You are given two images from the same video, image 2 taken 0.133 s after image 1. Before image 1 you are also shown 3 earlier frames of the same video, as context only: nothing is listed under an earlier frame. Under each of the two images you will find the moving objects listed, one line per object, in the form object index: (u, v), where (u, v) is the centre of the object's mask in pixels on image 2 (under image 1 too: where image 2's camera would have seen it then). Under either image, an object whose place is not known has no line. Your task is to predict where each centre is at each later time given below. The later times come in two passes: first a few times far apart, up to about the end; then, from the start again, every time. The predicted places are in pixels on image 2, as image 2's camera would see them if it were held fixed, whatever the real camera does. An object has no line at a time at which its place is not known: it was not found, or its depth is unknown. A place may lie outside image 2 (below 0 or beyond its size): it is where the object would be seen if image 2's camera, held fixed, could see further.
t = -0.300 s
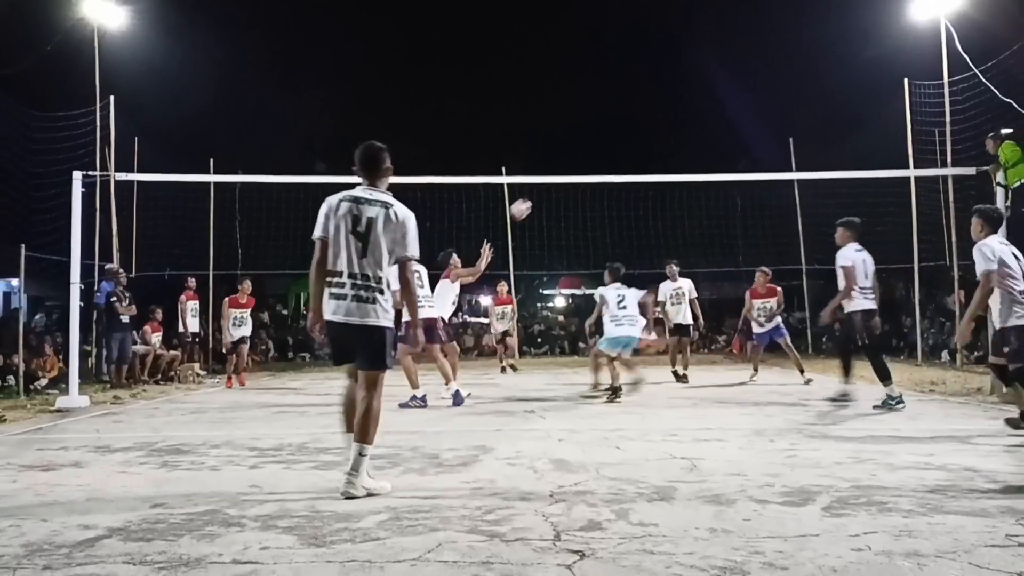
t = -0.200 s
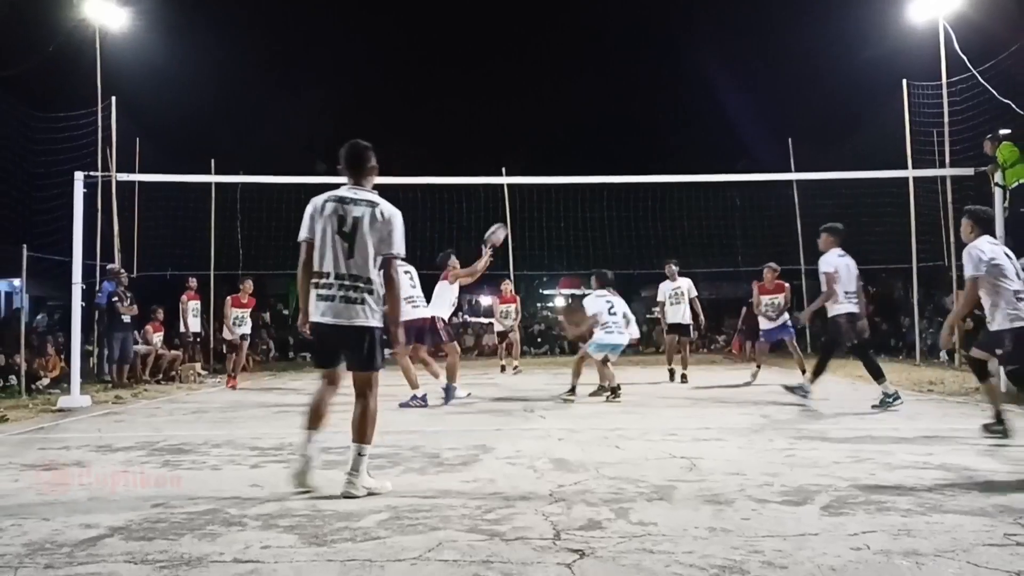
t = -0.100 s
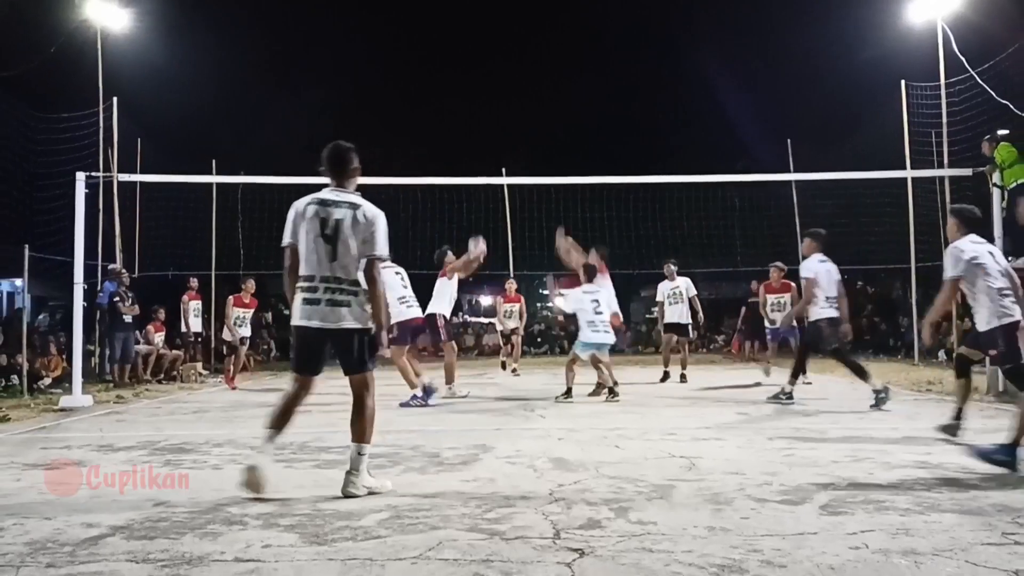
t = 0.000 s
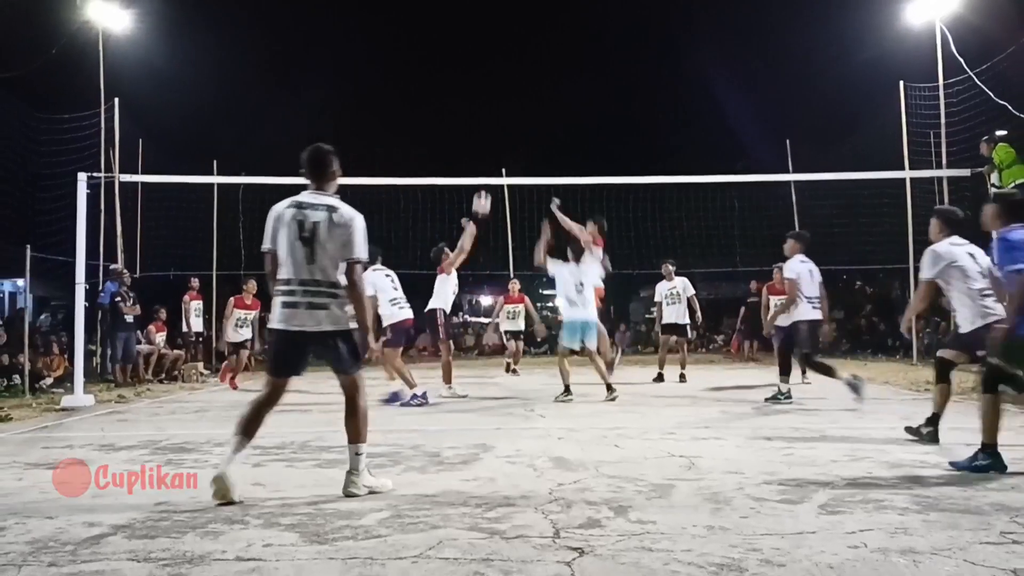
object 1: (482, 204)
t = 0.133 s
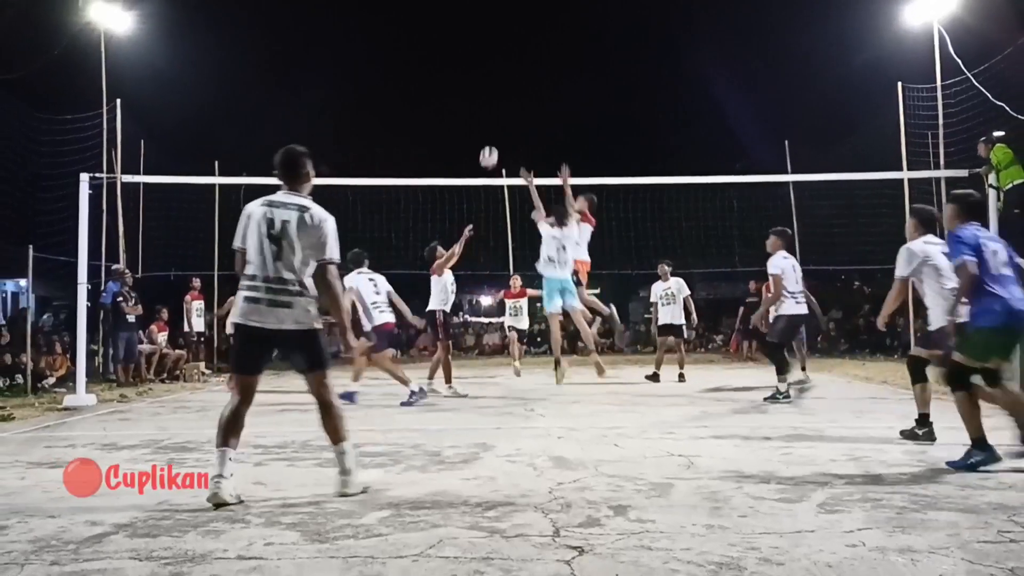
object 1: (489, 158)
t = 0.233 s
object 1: (494, 133)
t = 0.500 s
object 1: (506, 108)
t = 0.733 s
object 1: (517, 130)
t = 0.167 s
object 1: (490, 148)
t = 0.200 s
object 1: (492, 140)
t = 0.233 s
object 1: (494, 133)
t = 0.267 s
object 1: (495, 127)
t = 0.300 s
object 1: (497, 122)
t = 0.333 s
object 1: (498, 117)
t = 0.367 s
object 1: (500, 114)
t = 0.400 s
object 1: (502, 111)
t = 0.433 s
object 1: (503, 109)
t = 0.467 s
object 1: (505, 108)
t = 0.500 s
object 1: (506, 108)
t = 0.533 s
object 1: (508, 109)
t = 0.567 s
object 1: (509, 110)
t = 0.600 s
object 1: (511, 113)
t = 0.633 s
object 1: (512, 116)
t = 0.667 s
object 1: (514, 120)
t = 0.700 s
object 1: (515, 125)
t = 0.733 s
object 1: (517, 130)
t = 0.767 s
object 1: (518, 137)
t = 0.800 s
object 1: (520, 144)
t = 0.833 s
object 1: (521, 151)
